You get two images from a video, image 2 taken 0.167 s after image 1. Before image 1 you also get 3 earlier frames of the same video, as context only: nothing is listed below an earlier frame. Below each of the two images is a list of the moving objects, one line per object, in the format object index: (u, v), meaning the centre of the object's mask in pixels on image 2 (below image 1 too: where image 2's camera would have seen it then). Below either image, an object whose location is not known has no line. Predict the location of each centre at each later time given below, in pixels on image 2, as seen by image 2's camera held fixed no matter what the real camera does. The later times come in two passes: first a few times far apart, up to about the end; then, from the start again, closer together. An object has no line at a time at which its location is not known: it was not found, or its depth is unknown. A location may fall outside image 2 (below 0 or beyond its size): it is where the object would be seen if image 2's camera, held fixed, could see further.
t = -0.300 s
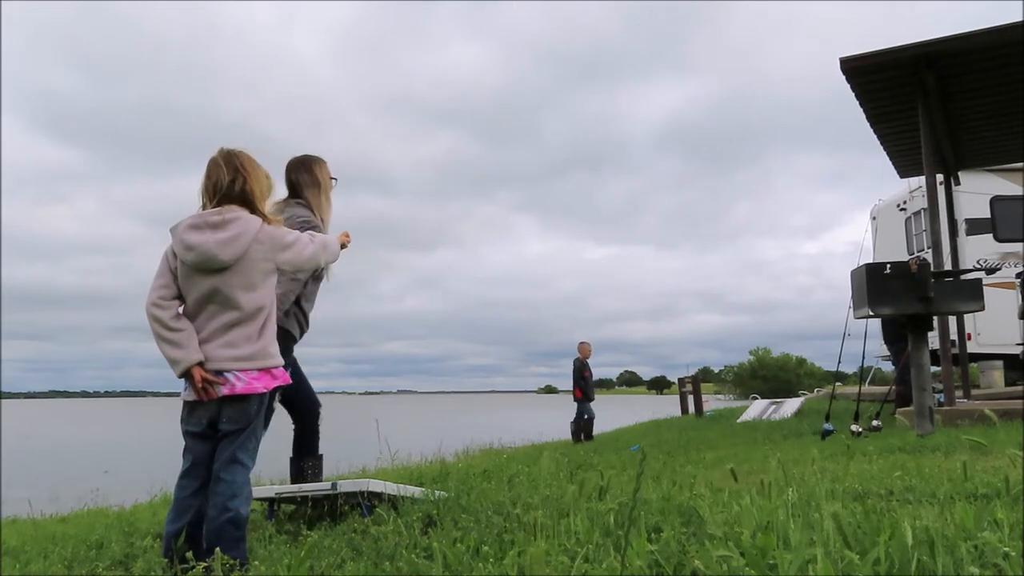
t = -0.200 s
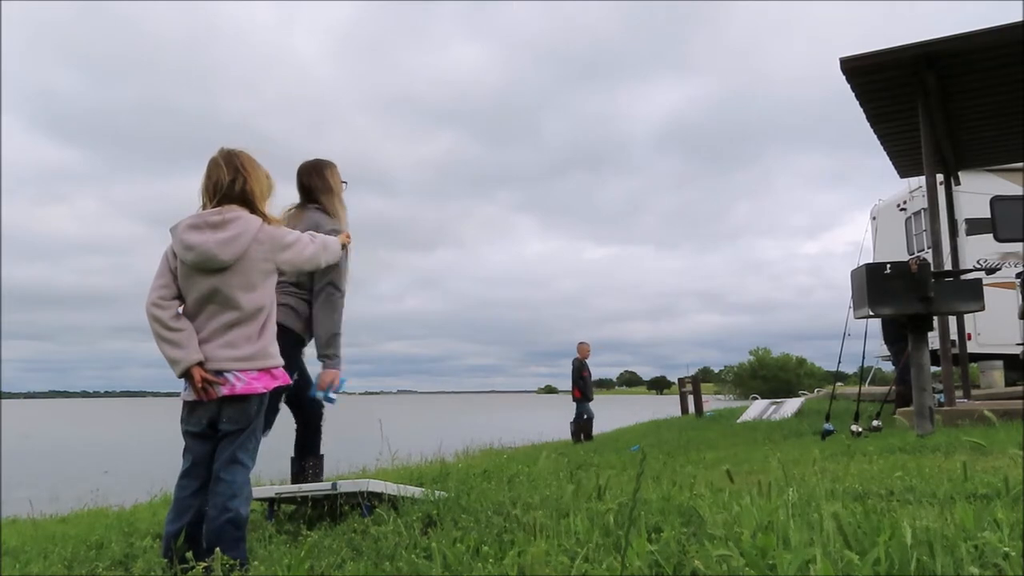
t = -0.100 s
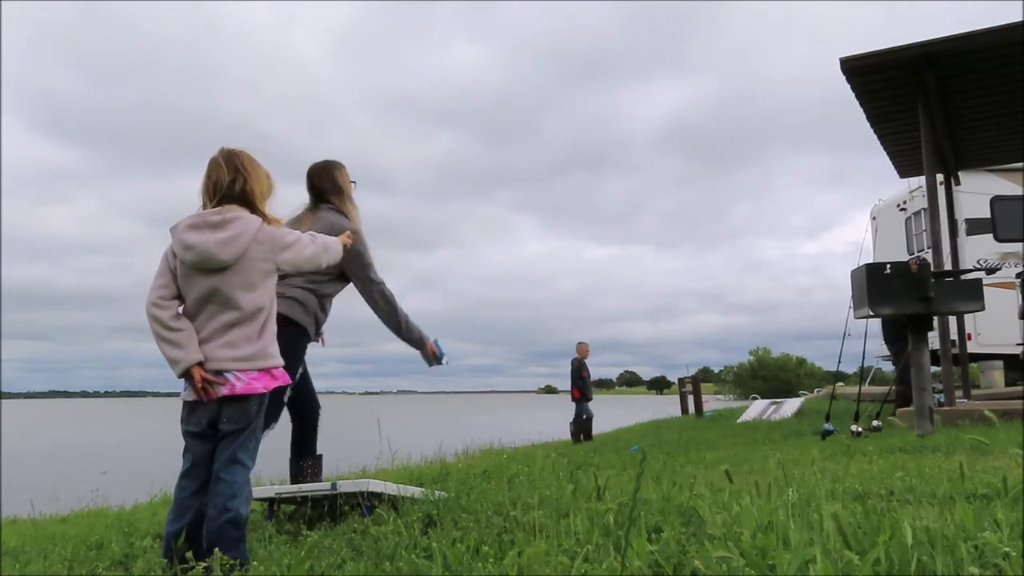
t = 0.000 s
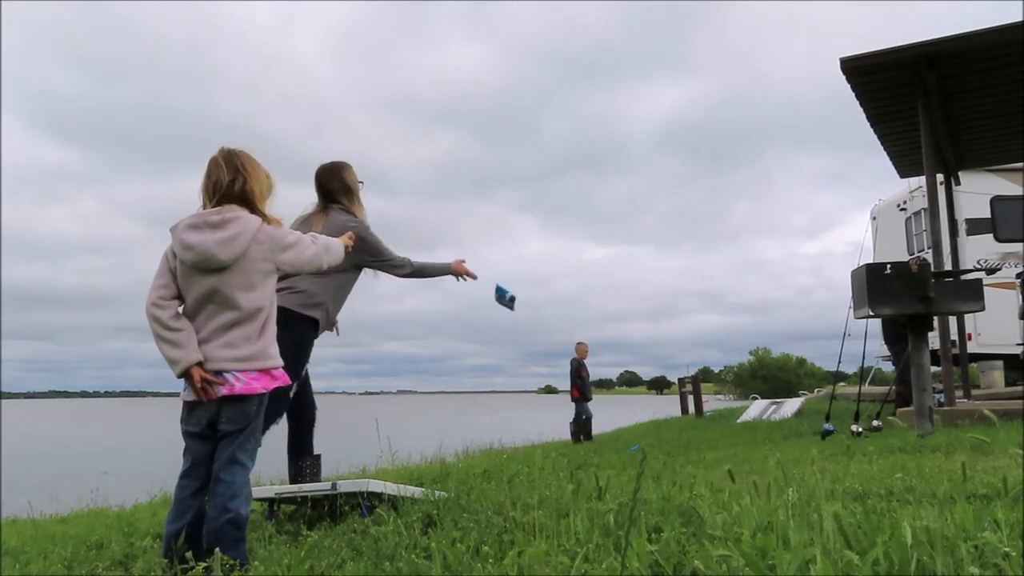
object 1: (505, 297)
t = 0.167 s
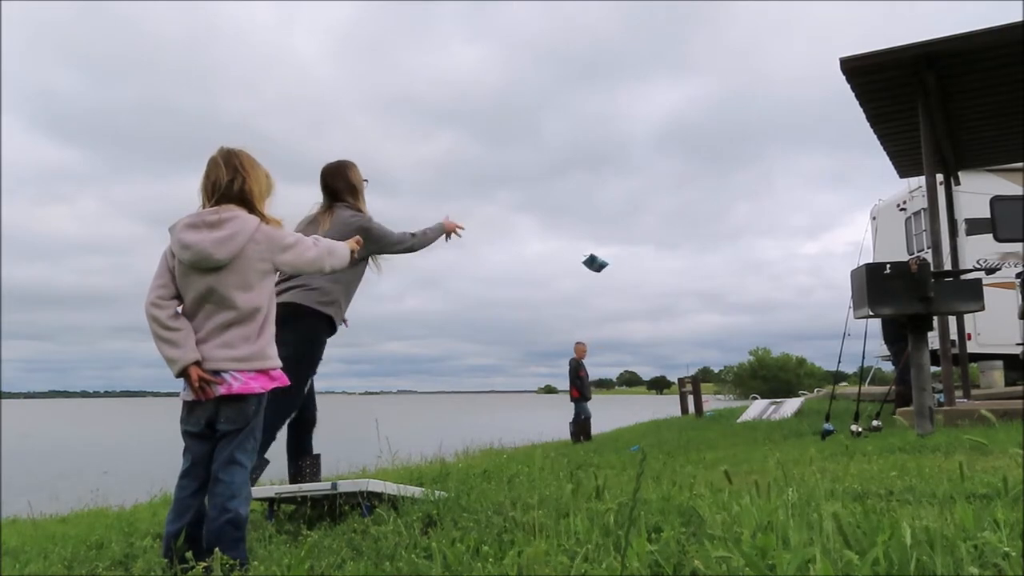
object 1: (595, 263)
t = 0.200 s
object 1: (610, 263)
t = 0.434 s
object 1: (696, 298)
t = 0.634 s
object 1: (750, 365)
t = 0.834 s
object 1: (775, 417)
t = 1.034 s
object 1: (773, 418)
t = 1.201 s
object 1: (776, 418)
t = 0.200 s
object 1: (610, 263)
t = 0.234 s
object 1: (624, 264)
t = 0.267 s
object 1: (638, 267)
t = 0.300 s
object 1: (651, 271)
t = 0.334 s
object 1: (662, 276)
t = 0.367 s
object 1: (675, 282)
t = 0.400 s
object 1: (686, 290)
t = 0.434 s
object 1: (696, 298)
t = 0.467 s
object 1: (706, 307)
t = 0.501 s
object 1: (716, 318)
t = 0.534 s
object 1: (725, 329)
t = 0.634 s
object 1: (750, 365)
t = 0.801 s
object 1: (776, 418)
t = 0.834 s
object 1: (775, 417)
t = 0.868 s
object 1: (775, 416)
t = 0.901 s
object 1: (774, 417)
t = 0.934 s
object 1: (773, 418)
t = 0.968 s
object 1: (773, 418)
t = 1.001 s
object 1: (774, 418)
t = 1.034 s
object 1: (773, 418)
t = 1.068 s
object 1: (774, 418)
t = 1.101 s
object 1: (774, 417)
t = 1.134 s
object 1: (774, 418)
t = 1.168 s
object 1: (774, 418)
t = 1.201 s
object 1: (776, 418)
